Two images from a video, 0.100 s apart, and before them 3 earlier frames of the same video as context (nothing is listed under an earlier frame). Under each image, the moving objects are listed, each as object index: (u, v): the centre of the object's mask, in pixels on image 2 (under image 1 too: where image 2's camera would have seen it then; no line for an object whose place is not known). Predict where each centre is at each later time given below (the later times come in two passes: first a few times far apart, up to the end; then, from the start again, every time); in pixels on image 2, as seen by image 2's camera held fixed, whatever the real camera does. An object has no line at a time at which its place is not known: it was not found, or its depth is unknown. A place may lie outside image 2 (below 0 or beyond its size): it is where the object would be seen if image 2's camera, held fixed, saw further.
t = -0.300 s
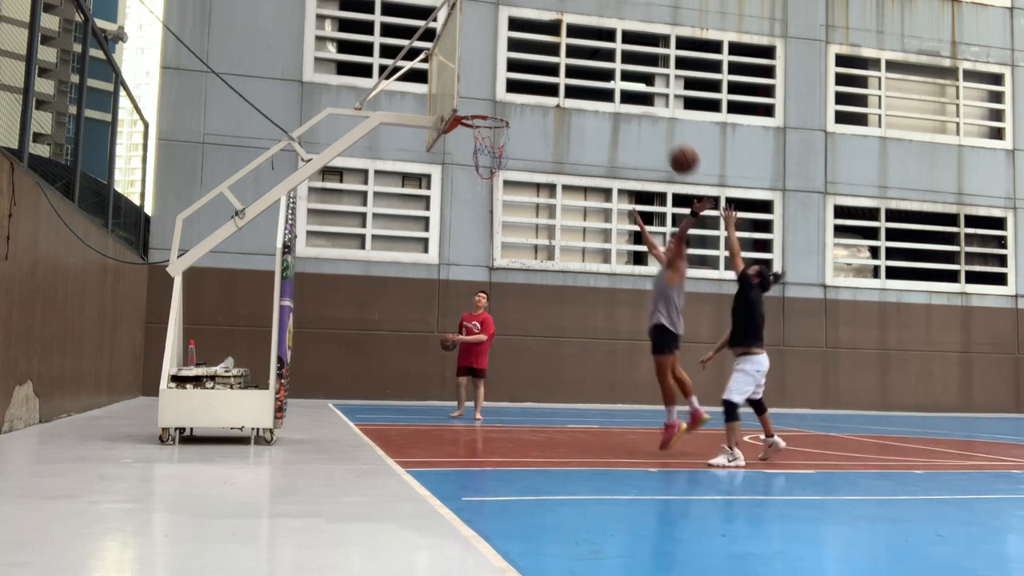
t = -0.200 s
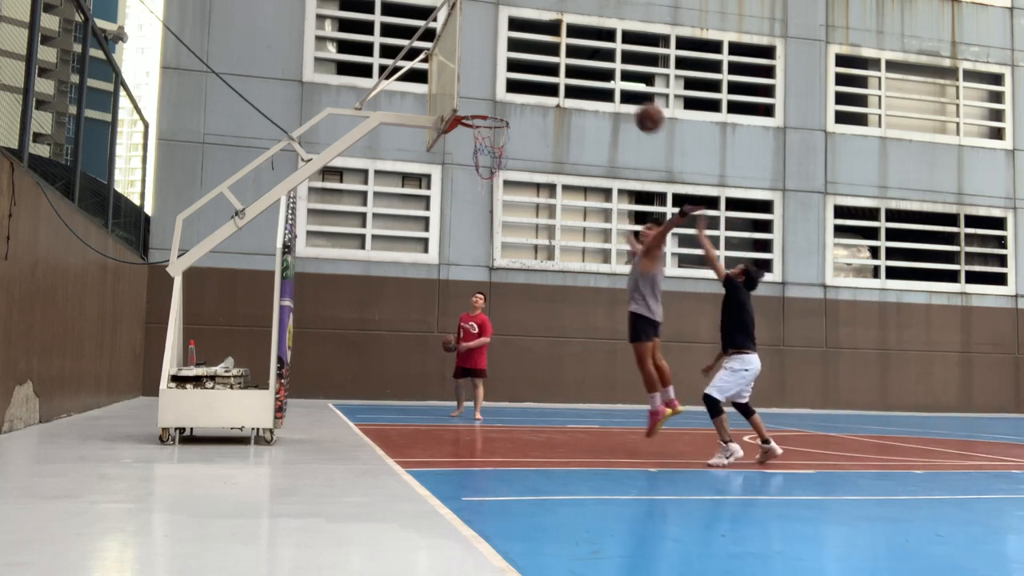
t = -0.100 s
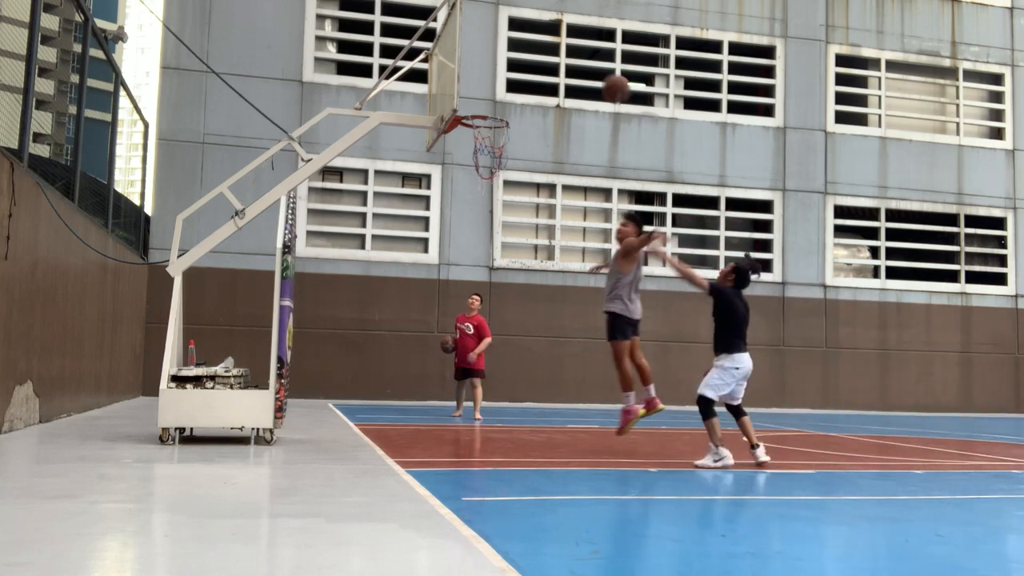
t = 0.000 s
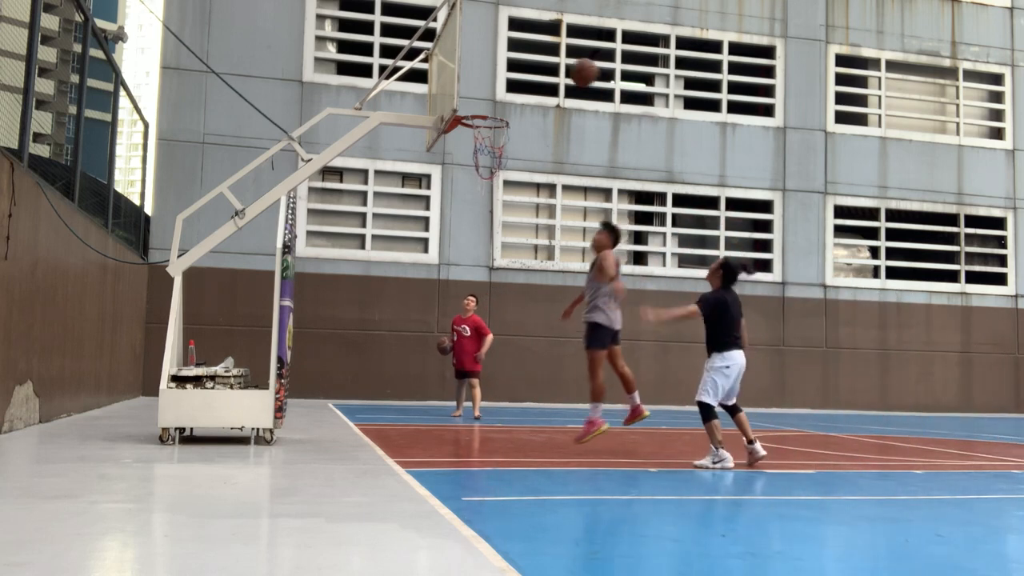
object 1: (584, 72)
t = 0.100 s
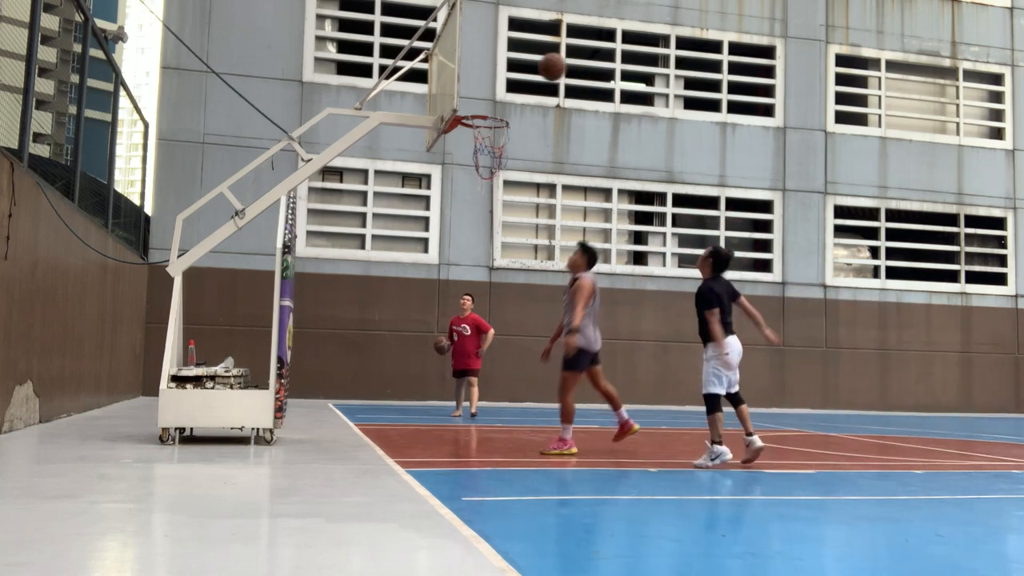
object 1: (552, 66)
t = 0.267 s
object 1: (501, 81)
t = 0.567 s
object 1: (494, 154)
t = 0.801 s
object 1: (531, 236)
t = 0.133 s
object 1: (542, 67)
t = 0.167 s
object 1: (532, 69)
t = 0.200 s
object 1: (522, 72)
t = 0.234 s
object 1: (512, 76)
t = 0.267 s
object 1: (501, 81)
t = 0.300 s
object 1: (490, 87)
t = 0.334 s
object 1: (481, 95)
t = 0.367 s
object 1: (471, 103)
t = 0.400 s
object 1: (465, 114)
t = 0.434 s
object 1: (468, 120)
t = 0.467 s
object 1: (475, 127)
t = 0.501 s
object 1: (481, 137)
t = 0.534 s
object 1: (488, 146)
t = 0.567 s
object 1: (494, 154)
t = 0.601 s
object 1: (499, 164)
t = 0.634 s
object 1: (505, 174)
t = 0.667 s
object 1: (511, 184)
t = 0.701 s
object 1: (516, 195)
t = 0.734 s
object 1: (521, 208)
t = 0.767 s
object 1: (526, 220)
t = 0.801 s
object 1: (531, 236)
